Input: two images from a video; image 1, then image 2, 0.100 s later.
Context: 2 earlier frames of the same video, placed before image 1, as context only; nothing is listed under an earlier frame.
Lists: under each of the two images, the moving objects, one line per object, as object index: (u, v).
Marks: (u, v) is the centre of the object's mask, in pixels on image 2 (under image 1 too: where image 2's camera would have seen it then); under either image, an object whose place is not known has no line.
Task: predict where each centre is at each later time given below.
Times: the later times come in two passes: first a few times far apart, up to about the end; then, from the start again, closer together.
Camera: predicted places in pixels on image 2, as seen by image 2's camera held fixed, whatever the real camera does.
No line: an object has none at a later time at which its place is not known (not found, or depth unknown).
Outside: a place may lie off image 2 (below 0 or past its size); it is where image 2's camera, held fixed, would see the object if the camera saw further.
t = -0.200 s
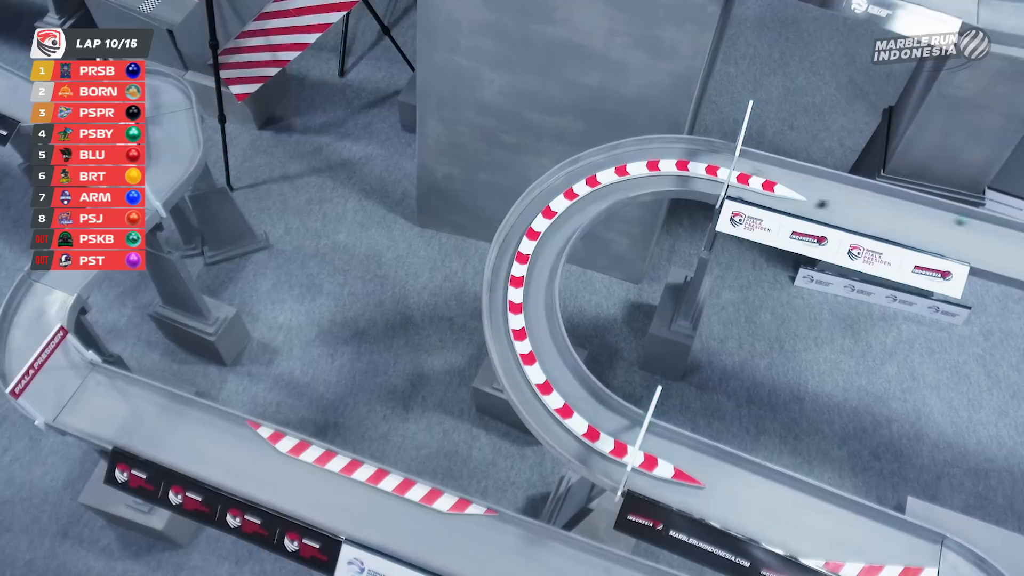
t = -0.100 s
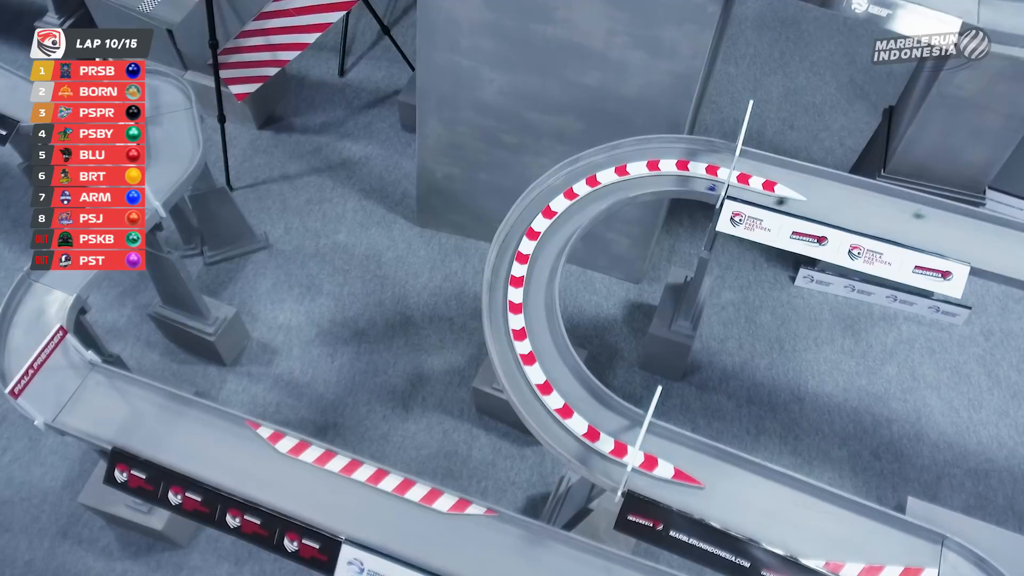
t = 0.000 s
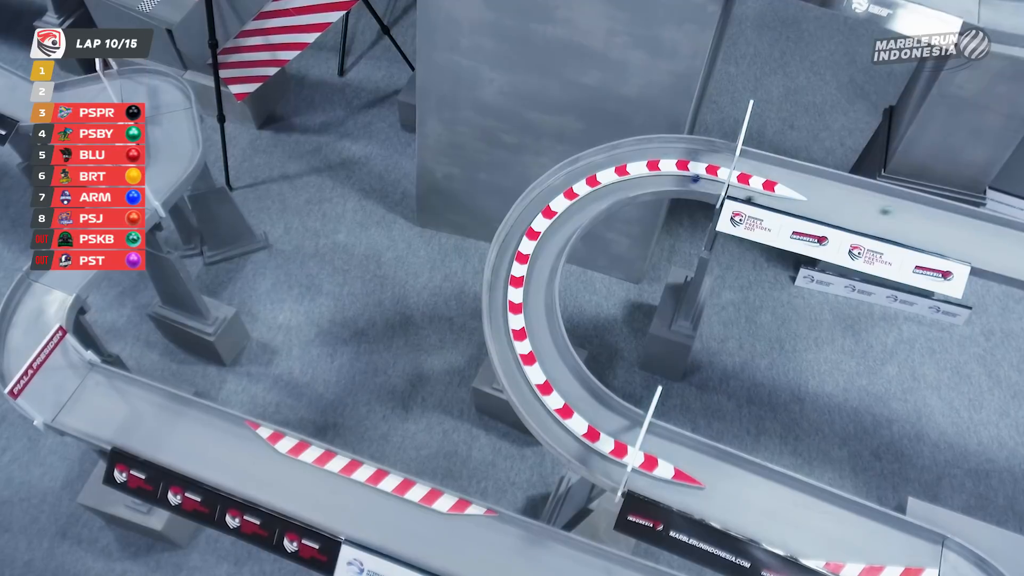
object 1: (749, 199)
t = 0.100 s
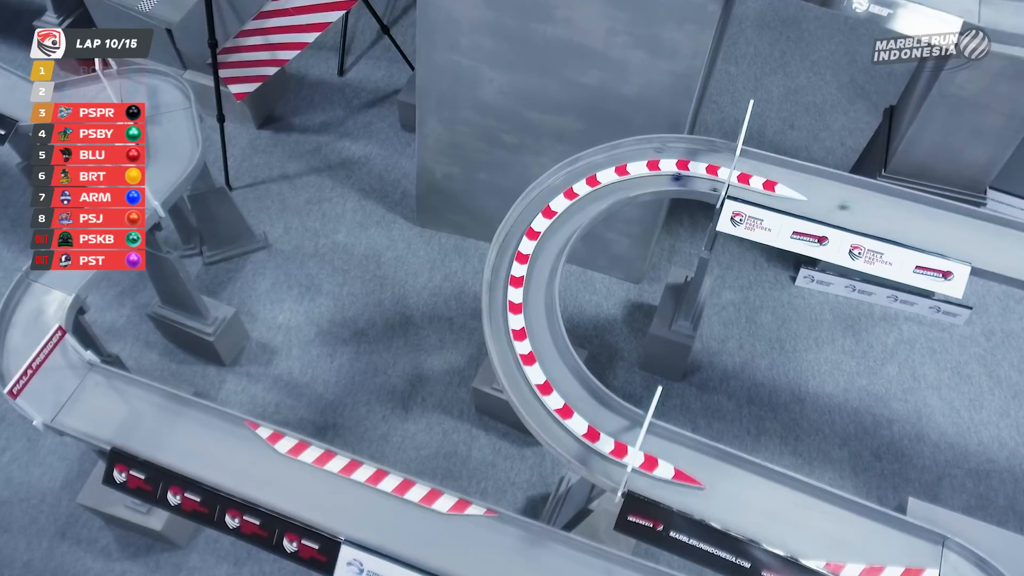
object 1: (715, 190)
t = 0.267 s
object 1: (666, 176)
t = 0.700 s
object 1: (604, 194)
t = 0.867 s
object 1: (590, 210)
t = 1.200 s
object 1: (559, 249)
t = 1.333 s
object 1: (546, 265)
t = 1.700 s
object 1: (531, 334)
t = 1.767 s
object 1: (535, 346)
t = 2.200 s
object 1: (611, 432)
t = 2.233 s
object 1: (615, 434)
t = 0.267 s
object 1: (666, 176)
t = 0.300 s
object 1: (657, 177)
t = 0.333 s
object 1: (653, 177)
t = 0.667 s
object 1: (608, 192)
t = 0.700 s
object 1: (604, 194)
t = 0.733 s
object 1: (600, 198)
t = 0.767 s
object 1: (599, 199)
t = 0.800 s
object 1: (596, 203)
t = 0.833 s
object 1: (593, 206)
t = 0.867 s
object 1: (590, 210)
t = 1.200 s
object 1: (559, 249)
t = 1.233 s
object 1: (554, 254)
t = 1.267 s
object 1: (552, 256)
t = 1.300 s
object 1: (548, 262)
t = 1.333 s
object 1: (546, 265)
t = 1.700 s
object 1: (531, 334)
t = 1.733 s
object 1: (532, 338)
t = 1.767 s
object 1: (535, 346)
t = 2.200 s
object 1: (611, 432)
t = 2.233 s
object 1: (615, 434)
